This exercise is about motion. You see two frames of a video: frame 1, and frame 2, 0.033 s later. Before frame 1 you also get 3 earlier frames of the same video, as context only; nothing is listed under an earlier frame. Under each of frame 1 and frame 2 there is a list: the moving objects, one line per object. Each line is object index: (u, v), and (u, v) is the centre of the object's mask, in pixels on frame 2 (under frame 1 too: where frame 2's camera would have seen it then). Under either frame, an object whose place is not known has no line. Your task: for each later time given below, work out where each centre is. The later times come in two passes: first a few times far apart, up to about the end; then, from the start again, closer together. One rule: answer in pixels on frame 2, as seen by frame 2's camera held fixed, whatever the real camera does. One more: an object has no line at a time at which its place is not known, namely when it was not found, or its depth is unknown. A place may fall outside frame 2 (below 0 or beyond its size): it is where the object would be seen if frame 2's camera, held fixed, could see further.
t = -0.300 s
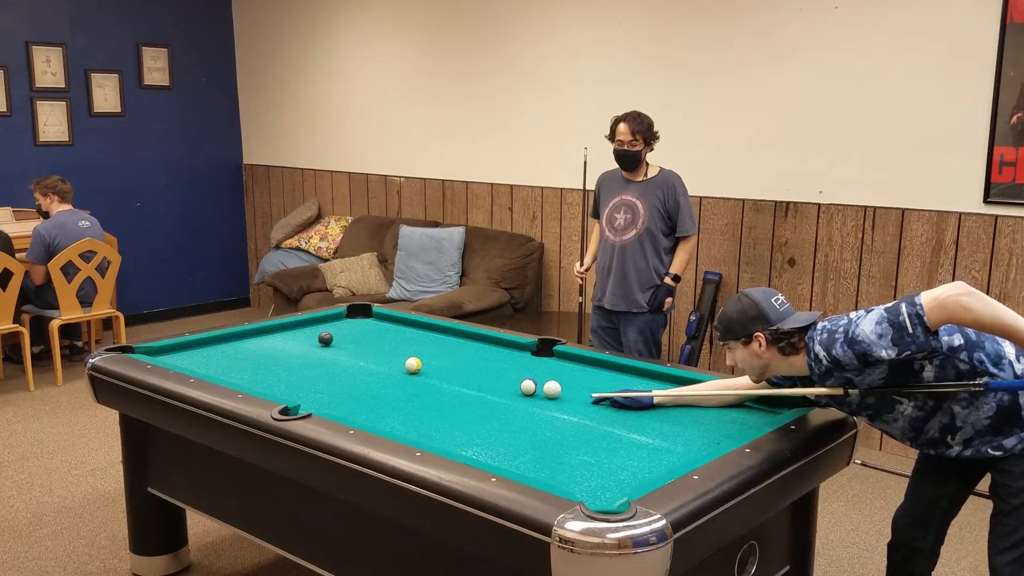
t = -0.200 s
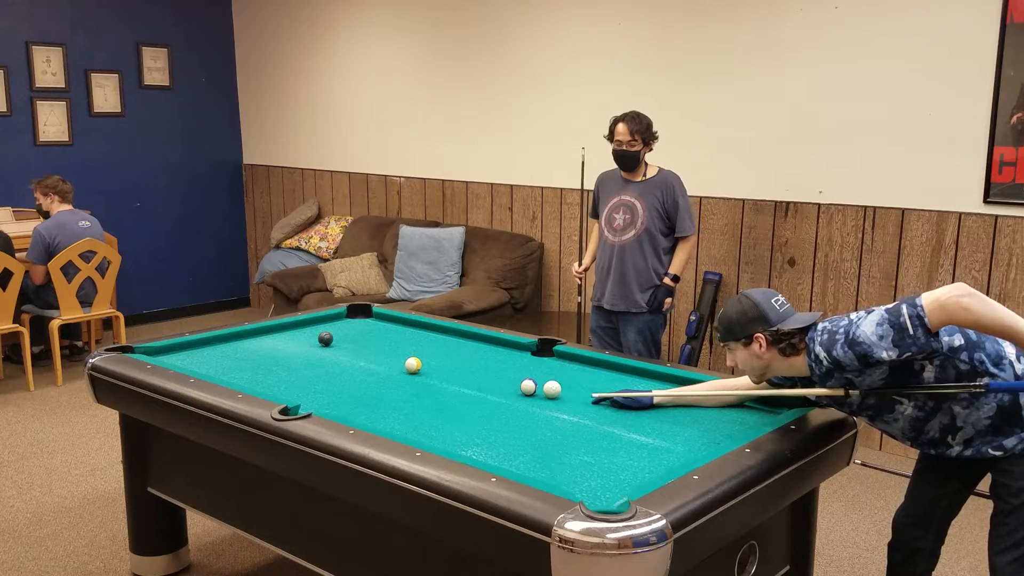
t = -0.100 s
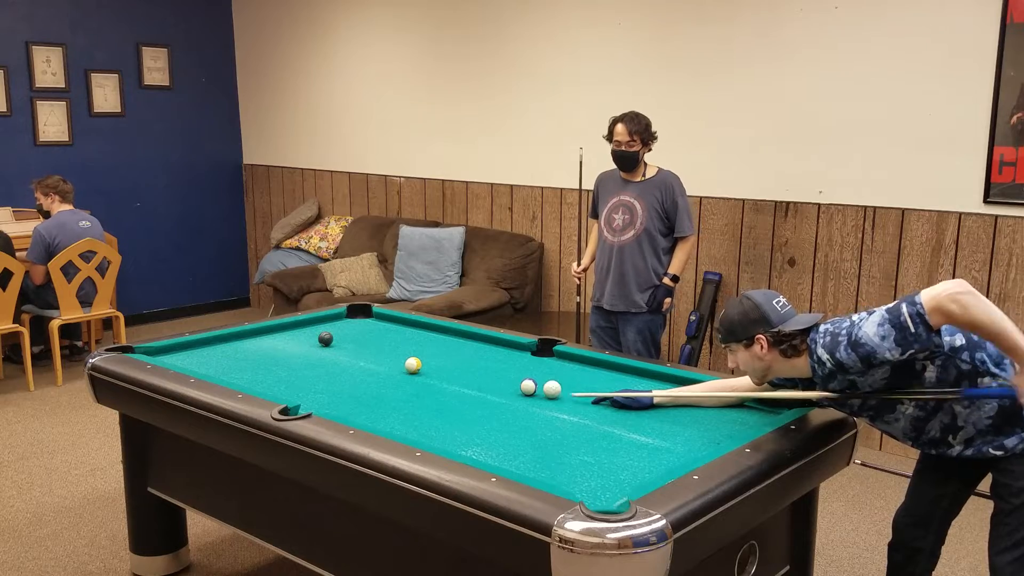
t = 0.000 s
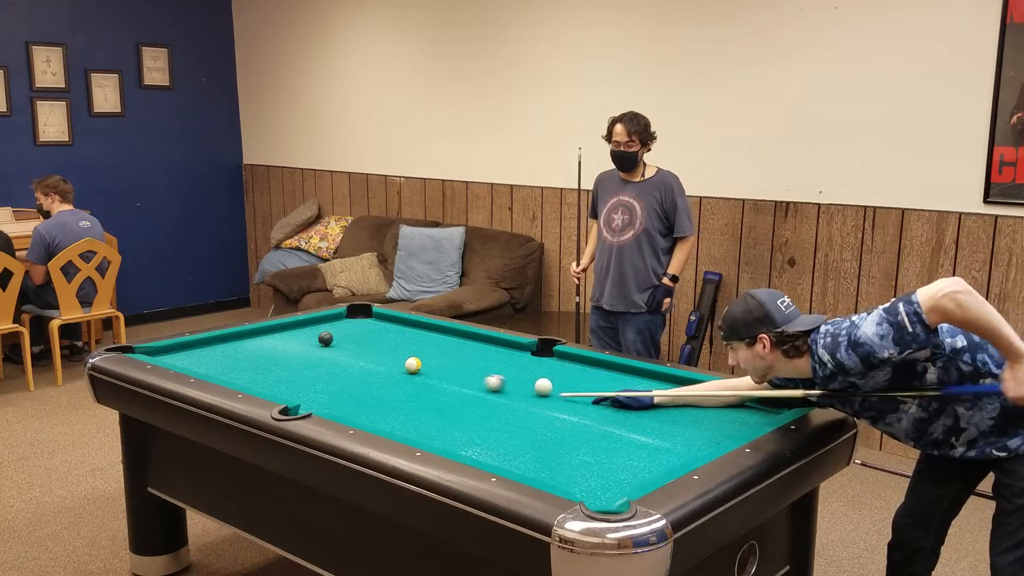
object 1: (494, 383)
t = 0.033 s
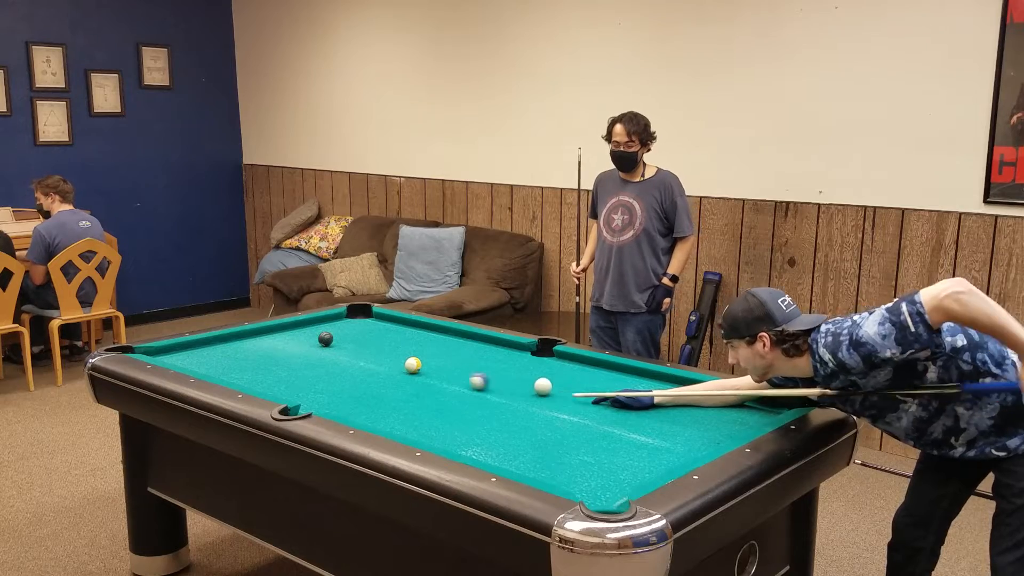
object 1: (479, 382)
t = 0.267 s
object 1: (387, 372)
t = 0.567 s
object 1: (280, 361)
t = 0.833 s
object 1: (193, 353)
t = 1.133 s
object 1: (171, 358)
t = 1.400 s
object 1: (197, 365)
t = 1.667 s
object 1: (230, 372)
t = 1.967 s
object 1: (265, 377)
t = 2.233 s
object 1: (295, 382)
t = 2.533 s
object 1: (327, 387)
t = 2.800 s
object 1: (355, 391)
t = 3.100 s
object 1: (383, 396)
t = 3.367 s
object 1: (407, 399)
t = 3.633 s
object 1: (429, 403)
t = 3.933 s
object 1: (452, 407)
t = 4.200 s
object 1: (470, 409)
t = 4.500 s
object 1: (488, 413)
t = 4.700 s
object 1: (497, 417)
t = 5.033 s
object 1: (514, 417)
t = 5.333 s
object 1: (524, 418)
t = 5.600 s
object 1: (531, 420)
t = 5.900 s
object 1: (535, 420)
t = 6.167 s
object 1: (537, 421)
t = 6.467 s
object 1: (537, 420)
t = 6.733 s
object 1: (536, 420)
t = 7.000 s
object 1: (537, 420)
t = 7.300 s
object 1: (536, 420)
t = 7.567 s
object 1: (537, 421)
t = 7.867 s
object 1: (537, 421)
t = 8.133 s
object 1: (536, 421)
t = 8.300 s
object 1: (537, 421)
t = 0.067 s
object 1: (465, 381)
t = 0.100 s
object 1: (452, 378)
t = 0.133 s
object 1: (438, 377)
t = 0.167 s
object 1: (425, 376)
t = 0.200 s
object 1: (413, 374)
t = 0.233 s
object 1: (400, 373)
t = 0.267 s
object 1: (387, 372)
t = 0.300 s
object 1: (375, 371)
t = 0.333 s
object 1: (364, 370)
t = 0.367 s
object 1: (351, 368)
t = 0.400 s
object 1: (339, 367)
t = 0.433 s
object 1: (327, 366)
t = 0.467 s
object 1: (316, 365)
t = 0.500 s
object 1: (303, 364)
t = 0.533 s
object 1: (292, 362)
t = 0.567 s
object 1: (280, 361)
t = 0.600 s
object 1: (270, 360)
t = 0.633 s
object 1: (258, 359)
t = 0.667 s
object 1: (247, 358)
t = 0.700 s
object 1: (236, 357)
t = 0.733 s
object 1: (226, 356)
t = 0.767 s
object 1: (213, 355)
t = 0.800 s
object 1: (203, 353)
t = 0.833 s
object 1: (193, 353)
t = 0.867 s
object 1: (182, 352)
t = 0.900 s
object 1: (171, 350)
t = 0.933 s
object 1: (164, 350)
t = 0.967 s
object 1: (166, 351)
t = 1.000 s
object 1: (167, 353)
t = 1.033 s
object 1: (168, 354)
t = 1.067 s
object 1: (169, 355)
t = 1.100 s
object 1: (170, 356)
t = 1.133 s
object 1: (171, 358)
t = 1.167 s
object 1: (172, 359)
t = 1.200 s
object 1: (173, 360)
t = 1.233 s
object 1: (175, 361)
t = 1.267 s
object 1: (179, 361)
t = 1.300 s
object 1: (184, 362)
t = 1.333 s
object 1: (188, 364)
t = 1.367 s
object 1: (192, 364)
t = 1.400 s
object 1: (197, 365)
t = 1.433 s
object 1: (201, 366)
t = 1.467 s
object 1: (205, 367)
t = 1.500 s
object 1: (209, 368)
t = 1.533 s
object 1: (213, 369)
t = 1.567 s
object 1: (217, 370)
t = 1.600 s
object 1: (221, 370)
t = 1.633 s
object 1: (226, 371)
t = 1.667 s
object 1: (230, 372)
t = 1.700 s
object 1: (233, 373)
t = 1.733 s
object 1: (237, 373)
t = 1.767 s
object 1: (241, 374)
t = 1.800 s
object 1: (245, 374)
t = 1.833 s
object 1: (249, 375)
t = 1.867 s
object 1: (253, 375)
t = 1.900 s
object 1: (257, 376)
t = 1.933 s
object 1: (261, 376)
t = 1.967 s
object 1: (265, 377)
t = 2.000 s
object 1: (269, 378)
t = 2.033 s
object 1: (273, 378)
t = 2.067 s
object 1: (277, 379)
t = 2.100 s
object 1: (280, 380)
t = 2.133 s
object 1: (284, 380)
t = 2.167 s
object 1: (288, 381)
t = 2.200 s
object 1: (292, 381)
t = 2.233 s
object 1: (295, 382)
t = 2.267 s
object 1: (299, 382)
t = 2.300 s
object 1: (302, 383)
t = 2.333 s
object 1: (306, 383)
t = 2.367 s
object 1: (310, 384)
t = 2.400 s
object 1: (314, 385)
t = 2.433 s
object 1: (317, 385)
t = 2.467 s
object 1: (320, 386)
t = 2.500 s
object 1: (324, 386)
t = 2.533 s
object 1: (327, 387)
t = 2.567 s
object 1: (331, 387)
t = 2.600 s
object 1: (334, 388)
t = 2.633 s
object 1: (338, 388)
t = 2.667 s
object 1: (341, 389)
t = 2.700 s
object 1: (344, 389)
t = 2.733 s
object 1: (348, 390)
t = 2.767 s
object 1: (351, 390)
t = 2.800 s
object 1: (355, 391)
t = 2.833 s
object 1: (358, 392)
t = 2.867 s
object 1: (361, 392)
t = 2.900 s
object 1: (364, 393)
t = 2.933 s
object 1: (367, 393)
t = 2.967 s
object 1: (371, 393)
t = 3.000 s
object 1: (374, 394)
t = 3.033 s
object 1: (377, 395)
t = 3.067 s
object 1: (380, 395)
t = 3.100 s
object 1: (383, 396)
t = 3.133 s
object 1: (386, 396)
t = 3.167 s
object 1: (389, 396)
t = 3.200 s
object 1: (392, 397)
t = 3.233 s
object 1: (395, 397)
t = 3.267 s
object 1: (398, 398)
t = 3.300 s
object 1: (401, 399)
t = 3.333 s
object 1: (404, 399)
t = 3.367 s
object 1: (407, 399)
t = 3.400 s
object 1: (410, 400)
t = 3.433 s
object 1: (412, 400)
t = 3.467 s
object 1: (415, 401)
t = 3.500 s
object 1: (418, 401)
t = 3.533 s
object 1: (421, 402)
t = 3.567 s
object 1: (424, 402)
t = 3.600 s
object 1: (426, 403)
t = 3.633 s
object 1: (429, 403)
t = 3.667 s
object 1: (432, 404)
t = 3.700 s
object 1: (434, 404)
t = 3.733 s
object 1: (437, 404)
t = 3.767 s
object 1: (439, 405)
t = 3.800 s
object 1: (442, 405)
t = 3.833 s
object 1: (445, 405)
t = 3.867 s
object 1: (447, 406)
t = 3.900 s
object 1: (450, 406)
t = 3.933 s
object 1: (452, 407)
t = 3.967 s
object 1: (455, 408)
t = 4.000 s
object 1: (457, 408)
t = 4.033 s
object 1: (459, 408)
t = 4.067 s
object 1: (461, 408)
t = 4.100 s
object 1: (464, 408)
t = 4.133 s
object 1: (466, 409)
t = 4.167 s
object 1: (468, 409)
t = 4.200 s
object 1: (470, 409)
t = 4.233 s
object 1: (472, 410)
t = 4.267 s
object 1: (474, 410)
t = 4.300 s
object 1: (476, 411)
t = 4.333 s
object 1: (479, 411)
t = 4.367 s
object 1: (480, 412)
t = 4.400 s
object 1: (482, 412)
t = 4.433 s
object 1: (484, 412)
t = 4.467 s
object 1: (486, 412)
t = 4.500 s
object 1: (488, 413)
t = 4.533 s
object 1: (490, 413)
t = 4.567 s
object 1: (492, 413)
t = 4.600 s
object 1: (492, 407)
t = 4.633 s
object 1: (495, 413)
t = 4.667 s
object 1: (497, 414)
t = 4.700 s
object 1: (497, 417)
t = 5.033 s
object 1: (514, 417)
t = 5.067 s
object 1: (515, 417)
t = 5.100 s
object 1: (516, 417)
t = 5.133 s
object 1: (517, 417)
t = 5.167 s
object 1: (518, 417)
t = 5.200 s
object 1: (520, 417)
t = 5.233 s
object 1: (521, 417)
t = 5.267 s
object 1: (522, 418)
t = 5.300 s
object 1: (523, 418)
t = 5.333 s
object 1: (524, 418)
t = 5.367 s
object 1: (525, 418)
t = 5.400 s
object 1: (526, 419)
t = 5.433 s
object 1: (527, 419)
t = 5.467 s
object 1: (528, 419)
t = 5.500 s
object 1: (529, 419)
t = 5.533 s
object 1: (530, 419)
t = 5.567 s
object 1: (530, 419)
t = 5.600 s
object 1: (531, 420)
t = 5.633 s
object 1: (531, 420)
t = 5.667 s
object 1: (532, 420)
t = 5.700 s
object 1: (533, 420)
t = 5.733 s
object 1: (533, 420)
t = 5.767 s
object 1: (534, 420)
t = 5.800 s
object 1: (534, 420)
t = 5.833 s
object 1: (534, 420)
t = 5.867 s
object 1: (535, 420)
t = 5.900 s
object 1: (535, 420)
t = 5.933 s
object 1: (535, 421)
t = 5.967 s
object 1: (535, 421)
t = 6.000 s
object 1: (536, 421)
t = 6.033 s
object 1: (536, 421)
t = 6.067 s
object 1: (536, 421)
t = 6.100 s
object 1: (537, 421)
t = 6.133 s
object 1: (537, 421)
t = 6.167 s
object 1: (537, 421)
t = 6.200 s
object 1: (537, 421)
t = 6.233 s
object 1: (537, 421)
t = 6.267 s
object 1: (537, 421)
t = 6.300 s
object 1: (537, 421)
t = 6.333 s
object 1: (537, 421)
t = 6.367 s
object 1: (537, 421)
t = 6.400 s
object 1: (537, 421)
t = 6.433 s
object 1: (537, 420)
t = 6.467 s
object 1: (537, 420)
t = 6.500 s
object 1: (536, 420)
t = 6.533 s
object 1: (536, 420)
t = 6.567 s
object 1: (536, 420)
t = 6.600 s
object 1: (536, 421)
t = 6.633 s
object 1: (536, 420)
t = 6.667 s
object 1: (536, 420)
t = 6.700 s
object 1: (536, 420)
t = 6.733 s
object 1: (536, 420)
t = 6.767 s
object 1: (537, 420)
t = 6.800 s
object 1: (536, 420)
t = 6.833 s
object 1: (537, 420)
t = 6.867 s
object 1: (537, 420)
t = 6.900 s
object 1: (537, 420)
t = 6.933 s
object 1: (537, 421)
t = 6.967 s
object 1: (537, 420)
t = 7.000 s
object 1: (537, 420)
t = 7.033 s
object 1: (537, 420)
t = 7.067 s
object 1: (537, 420)
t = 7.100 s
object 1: (537, 420)
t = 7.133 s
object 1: (537, 421)
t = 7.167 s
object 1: (537, 421)
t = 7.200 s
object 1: (537, 421)
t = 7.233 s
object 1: (537, 420)
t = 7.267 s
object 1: (536, 420)
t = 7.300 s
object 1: (536, 420)
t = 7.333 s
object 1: (537, 420)
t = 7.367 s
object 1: (536, 420)
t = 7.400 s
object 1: (536, 421)
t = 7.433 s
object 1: (537, 421)
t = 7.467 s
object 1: (537, 421)
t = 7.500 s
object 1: (536, 421)
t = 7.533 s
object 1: (536, 421)
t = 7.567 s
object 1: (537, 421)
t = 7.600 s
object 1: (536, 421)
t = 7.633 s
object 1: (537, 421)
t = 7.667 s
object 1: (536, 421)
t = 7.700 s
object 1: (536, 421)
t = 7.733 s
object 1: (537, 421)
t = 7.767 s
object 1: (537, 421)
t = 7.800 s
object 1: (536, 421)
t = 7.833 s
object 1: (537, 421)
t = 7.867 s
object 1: (537, 421)
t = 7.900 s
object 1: (537, 421)
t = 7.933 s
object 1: (537, 421)
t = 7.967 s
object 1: (537, 421)
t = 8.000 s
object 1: (537, 421)
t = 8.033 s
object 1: (537, 421)
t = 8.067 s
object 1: (537, 421)
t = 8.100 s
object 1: (537, 421)
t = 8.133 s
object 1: (536, 421)
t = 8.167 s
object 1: (536, 421)
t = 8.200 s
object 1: (537, 421)
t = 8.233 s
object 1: (537, 421)
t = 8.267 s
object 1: (537, 421)
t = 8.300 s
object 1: (537, 421)
